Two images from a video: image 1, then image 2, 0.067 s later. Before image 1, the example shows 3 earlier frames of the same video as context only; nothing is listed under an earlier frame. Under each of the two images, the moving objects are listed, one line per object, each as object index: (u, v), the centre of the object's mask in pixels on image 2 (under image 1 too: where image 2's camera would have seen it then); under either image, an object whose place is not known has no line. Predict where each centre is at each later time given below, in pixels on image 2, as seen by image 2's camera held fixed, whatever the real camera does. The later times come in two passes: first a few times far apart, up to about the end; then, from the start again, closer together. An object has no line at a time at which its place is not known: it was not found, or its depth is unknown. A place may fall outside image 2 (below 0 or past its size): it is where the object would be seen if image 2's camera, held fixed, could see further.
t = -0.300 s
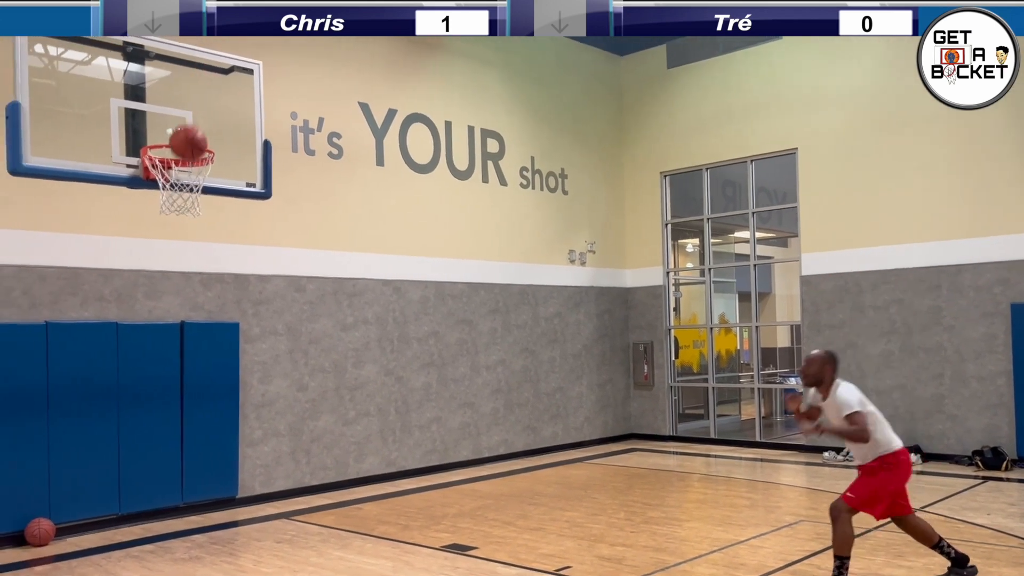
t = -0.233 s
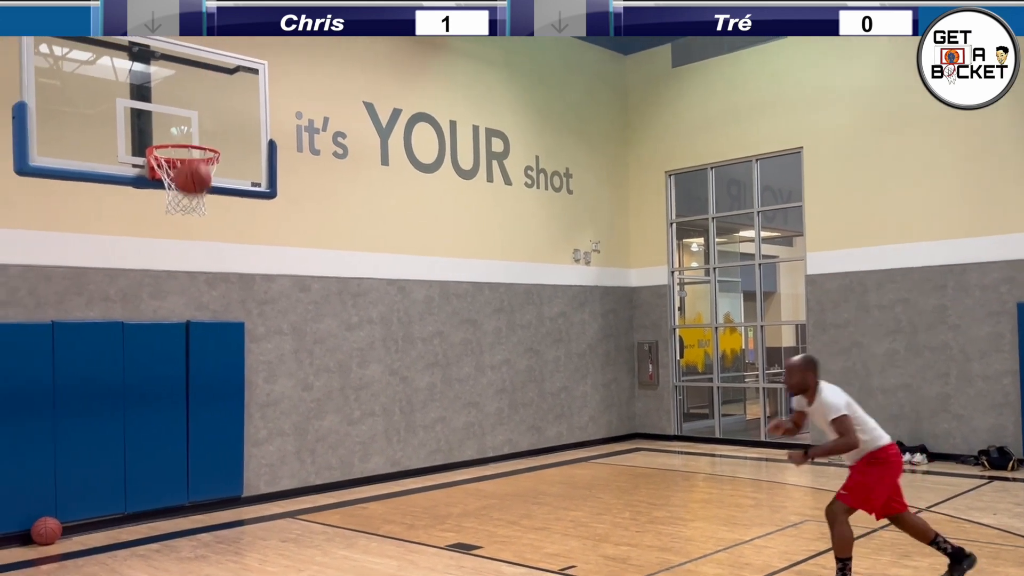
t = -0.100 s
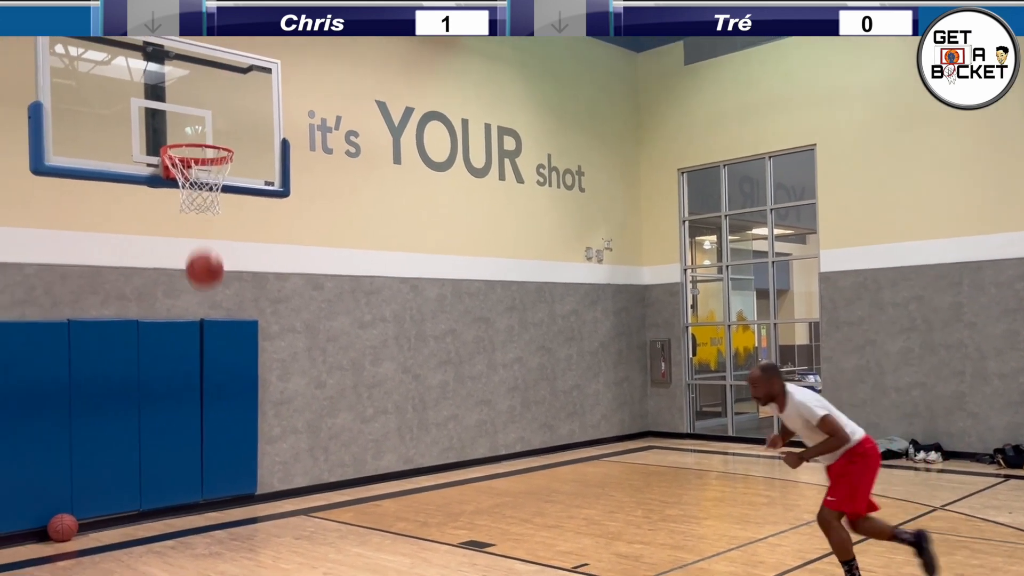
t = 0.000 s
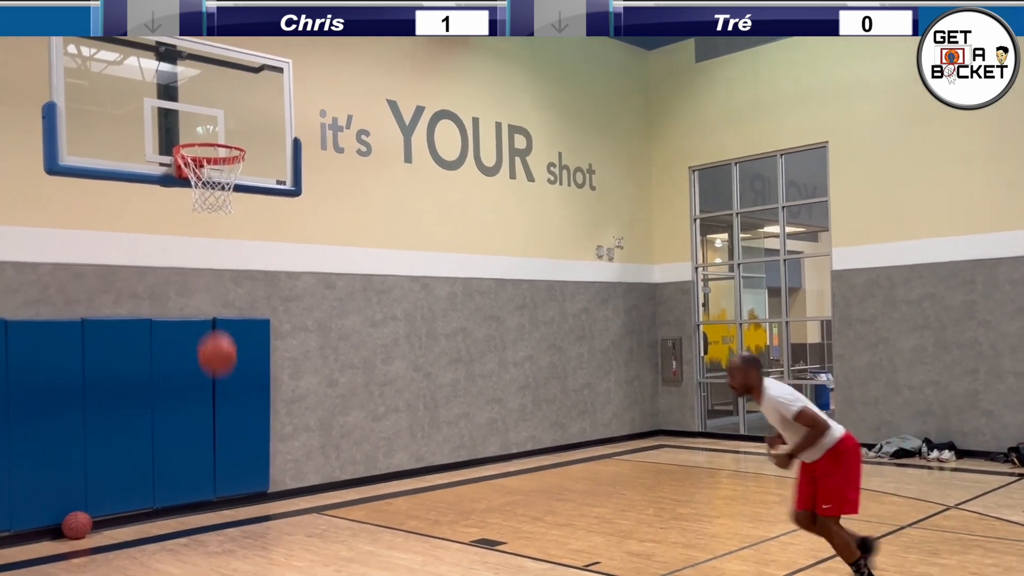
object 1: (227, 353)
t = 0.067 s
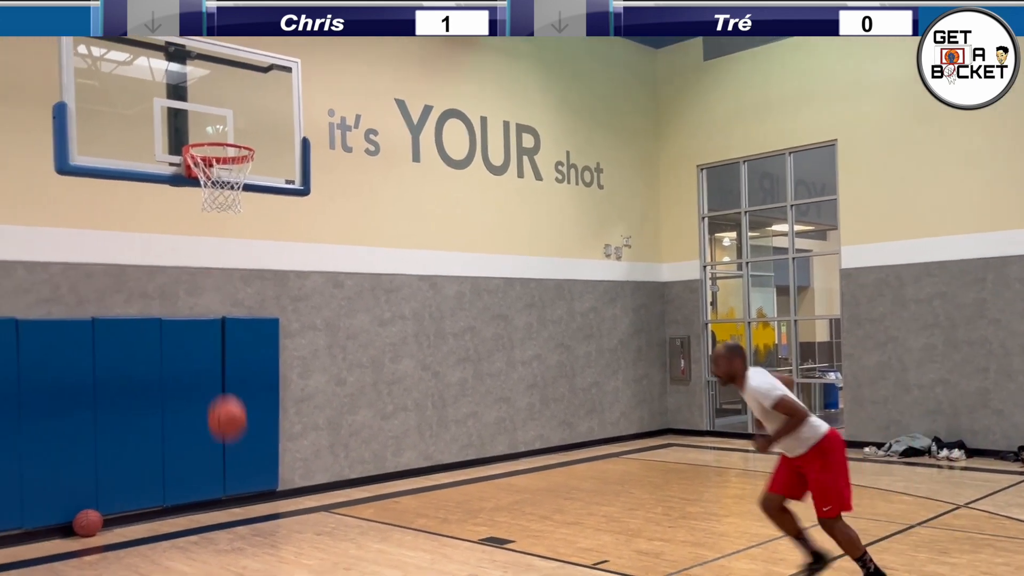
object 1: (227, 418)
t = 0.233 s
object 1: (227, 574)
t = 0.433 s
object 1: (202, 447)
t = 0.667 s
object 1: (173, 365)
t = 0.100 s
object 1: (227, 453)
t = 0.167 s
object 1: (228, 529)
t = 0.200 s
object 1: (227, 567)
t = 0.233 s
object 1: (227, 574)
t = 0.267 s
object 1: (222, 554)
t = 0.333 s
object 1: (214, 504)
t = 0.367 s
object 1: (210, 485)
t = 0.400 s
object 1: (206, 465)
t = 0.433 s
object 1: (202, 447)
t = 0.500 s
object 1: (194, 415)
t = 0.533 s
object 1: (190, 402)
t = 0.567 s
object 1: (186, 390)
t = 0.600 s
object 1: (182, 380)
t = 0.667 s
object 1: (173, 365)
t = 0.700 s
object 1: (169, 361)
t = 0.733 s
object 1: (165, 357)
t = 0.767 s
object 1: (160, 356)
